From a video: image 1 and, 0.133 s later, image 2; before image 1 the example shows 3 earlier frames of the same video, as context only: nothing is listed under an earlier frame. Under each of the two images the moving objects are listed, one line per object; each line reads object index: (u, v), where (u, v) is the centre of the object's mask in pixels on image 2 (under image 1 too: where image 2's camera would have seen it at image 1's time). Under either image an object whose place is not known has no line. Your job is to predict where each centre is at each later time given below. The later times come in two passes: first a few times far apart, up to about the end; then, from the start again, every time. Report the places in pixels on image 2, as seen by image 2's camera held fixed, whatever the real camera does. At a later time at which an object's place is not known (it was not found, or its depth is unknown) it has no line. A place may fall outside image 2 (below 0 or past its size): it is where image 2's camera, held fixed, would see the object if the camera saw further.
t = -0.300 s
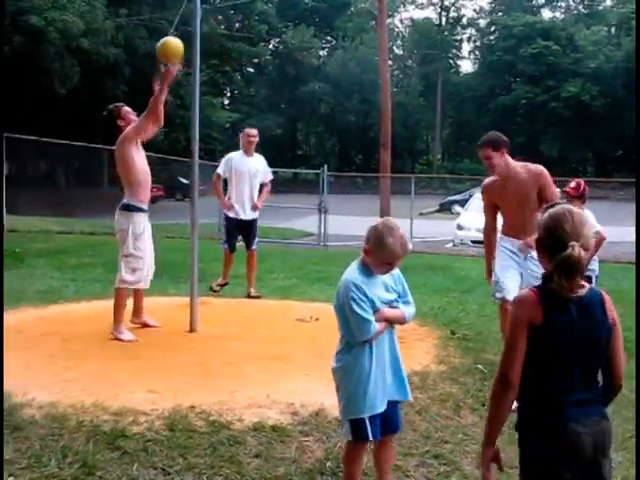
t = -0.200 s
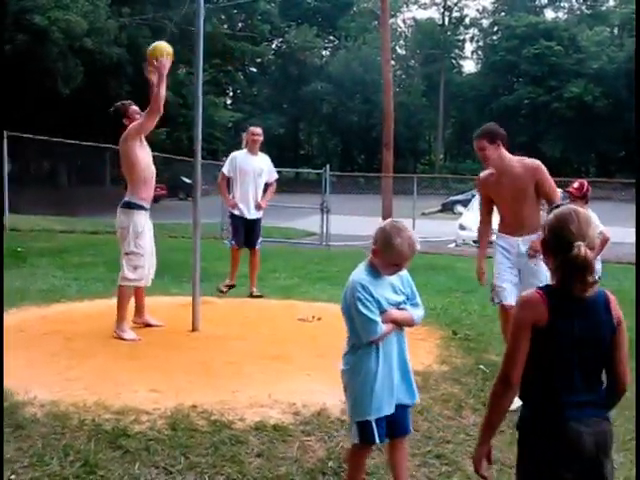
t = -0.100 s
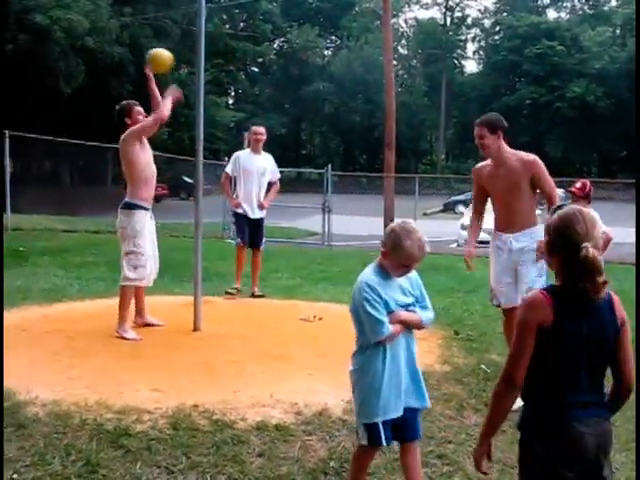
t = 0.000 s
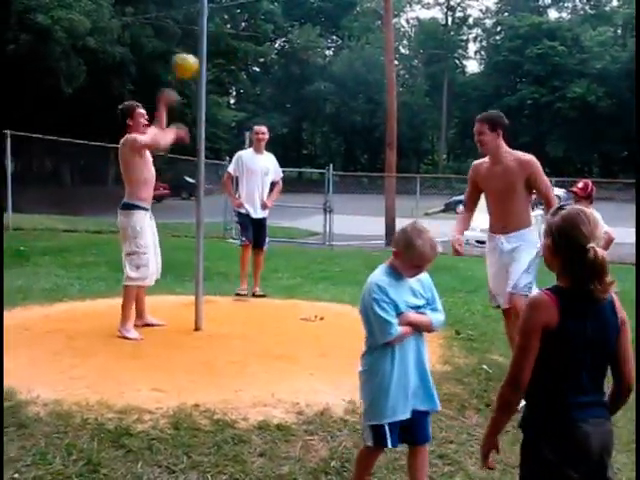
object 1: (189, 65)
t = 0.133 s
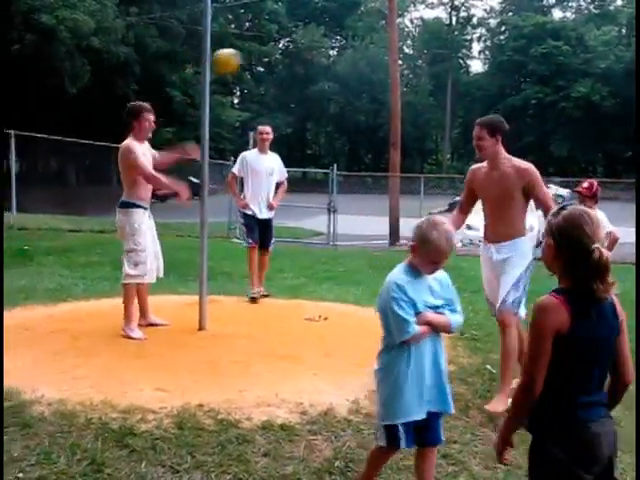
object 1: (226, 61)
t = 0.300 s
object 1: (268, 55)
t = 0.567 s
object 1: (278, 48)
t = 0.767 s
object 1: (230, 53)
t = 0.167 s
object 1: (236, 60)
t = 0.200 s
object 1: (246, 59)
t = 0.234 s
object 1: (254, 59)
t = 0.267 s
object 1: (262, 57)
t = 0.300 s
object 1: (268, 55)
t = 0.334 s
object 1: (273, 51)
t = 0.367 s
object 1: (276, 49)
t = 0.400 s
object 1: (277, 47)
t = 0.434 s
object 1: (278, 46)
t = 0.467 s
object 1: (280, 46)
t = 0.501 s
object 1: (280, 46)
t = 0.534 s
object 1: (280, 47)
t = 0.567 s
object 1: (278, 48)
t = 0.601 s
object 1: (275, 49)
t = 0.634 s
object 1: (268, 50)
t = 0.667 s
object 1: (259, 50)
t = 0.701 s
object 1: (251, 50)
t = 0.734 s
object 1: (241, 51)
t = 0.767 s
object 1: (230, 53)
